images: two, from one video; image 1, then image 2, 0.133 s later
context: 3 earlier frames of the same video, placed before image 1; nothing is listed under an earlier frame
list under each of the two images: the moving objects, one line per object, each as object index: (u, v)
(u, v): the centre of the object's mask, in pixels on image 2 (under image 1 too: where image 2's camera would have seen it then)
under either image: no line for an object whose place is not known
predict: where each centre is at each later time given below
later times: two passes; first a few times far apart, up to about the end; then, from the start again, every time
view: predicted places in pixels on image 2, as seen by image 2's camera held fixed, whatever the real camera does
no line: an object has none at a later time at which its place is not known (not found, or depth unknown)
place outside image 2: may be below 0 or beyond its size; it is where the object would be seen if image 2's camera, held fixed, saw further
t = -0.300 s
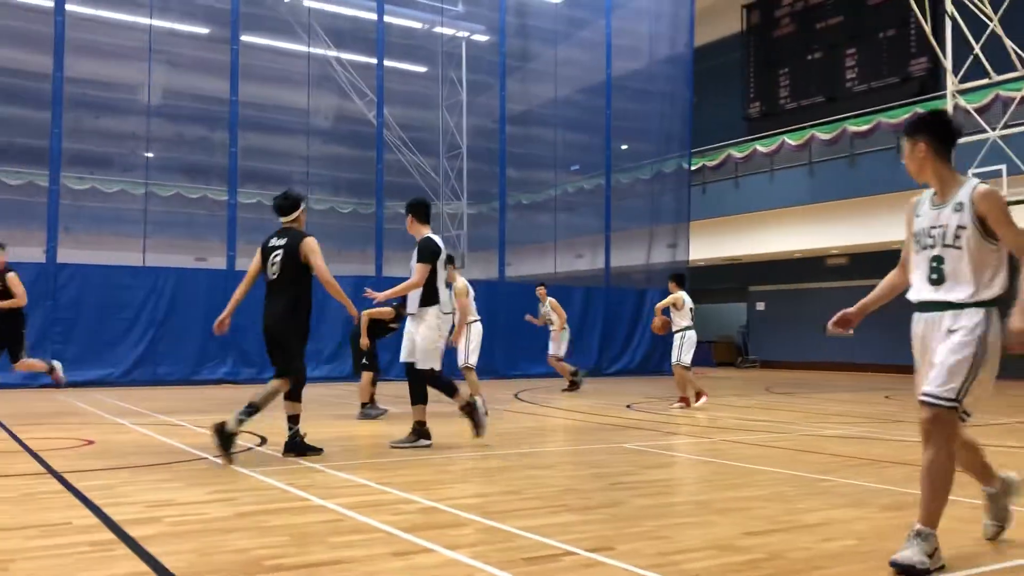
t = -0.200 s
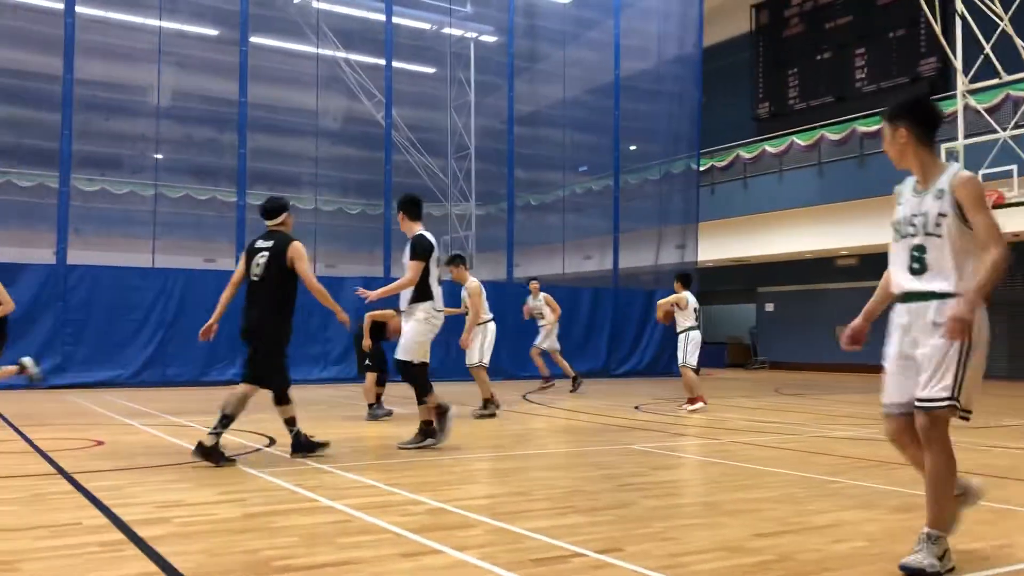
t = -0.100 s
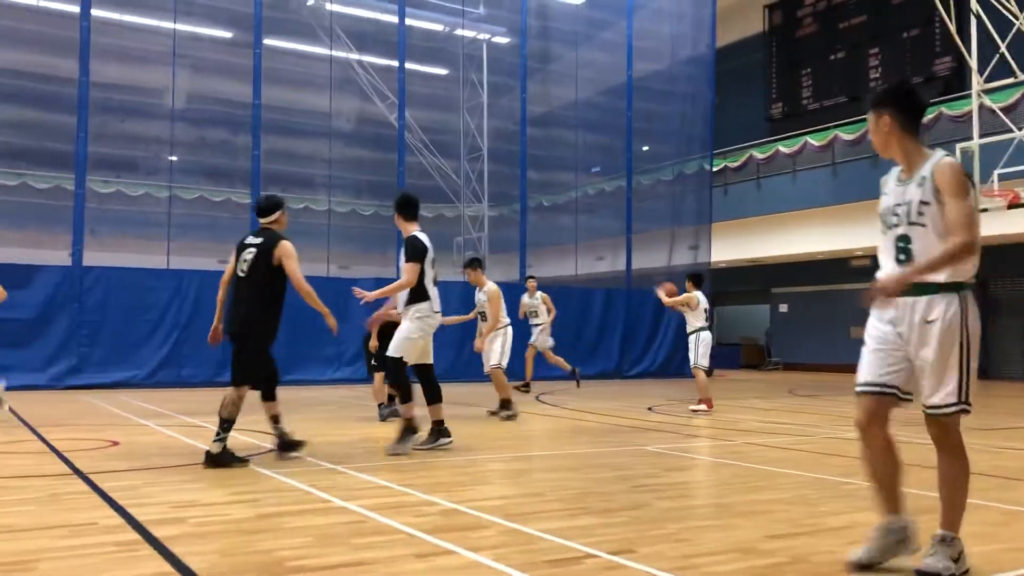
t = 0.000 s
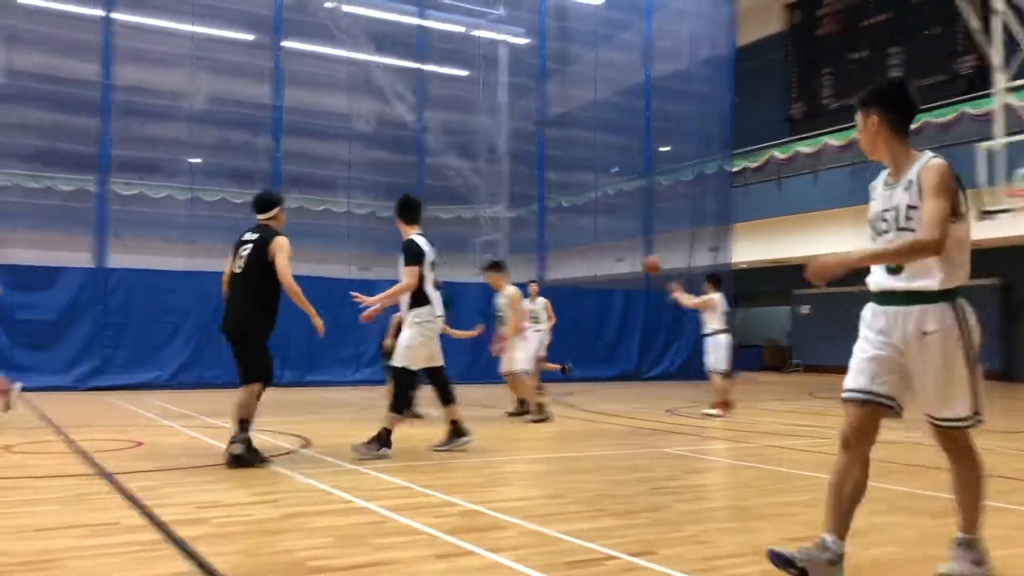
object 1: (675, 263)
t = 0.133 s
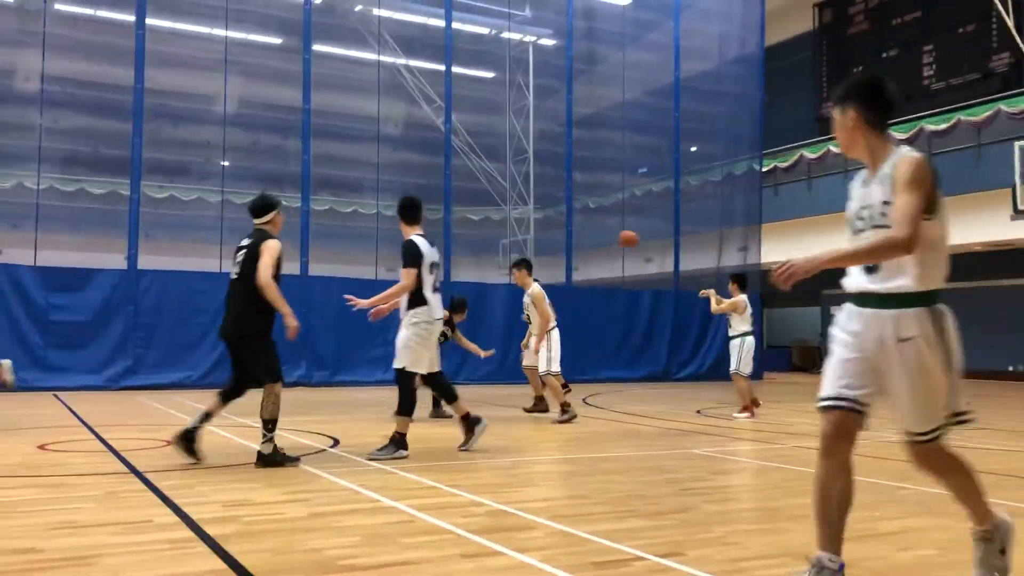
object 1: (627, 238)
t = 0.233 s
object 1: (596, 228)
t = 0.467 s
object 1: (527, 229)
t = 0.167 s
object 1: (617, 235)
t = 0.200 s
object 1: (606, 229)
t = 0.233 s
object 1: (596, 228)
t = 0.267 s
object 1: (585, 225)
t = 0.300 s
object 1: (575, 225)
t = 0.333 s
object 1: (565, 224)
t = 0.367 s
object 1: (554, 225)
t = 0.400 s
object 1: (544, 227)
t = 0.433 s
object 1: (536, 227)
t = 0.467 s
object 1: (527, 229)
